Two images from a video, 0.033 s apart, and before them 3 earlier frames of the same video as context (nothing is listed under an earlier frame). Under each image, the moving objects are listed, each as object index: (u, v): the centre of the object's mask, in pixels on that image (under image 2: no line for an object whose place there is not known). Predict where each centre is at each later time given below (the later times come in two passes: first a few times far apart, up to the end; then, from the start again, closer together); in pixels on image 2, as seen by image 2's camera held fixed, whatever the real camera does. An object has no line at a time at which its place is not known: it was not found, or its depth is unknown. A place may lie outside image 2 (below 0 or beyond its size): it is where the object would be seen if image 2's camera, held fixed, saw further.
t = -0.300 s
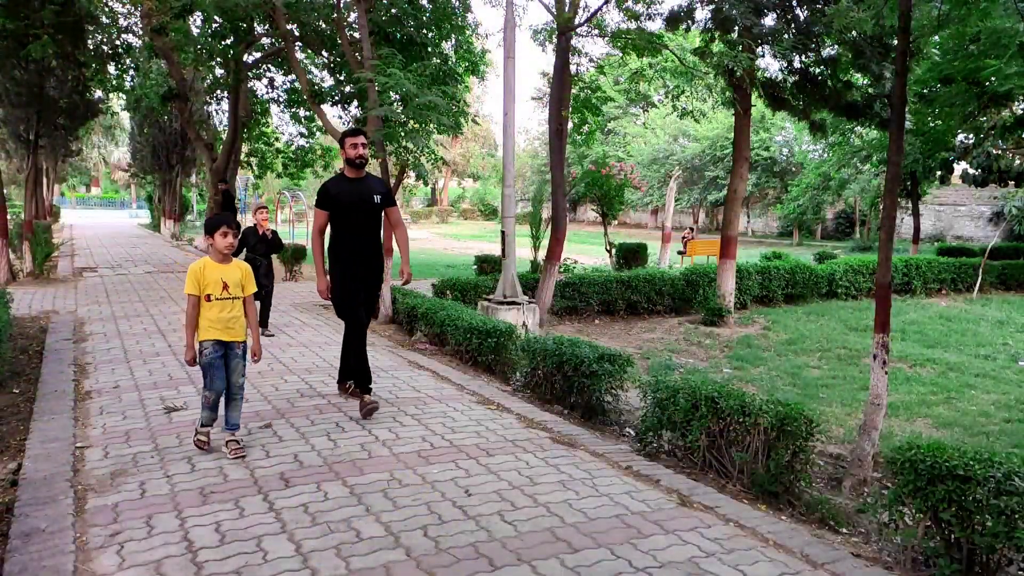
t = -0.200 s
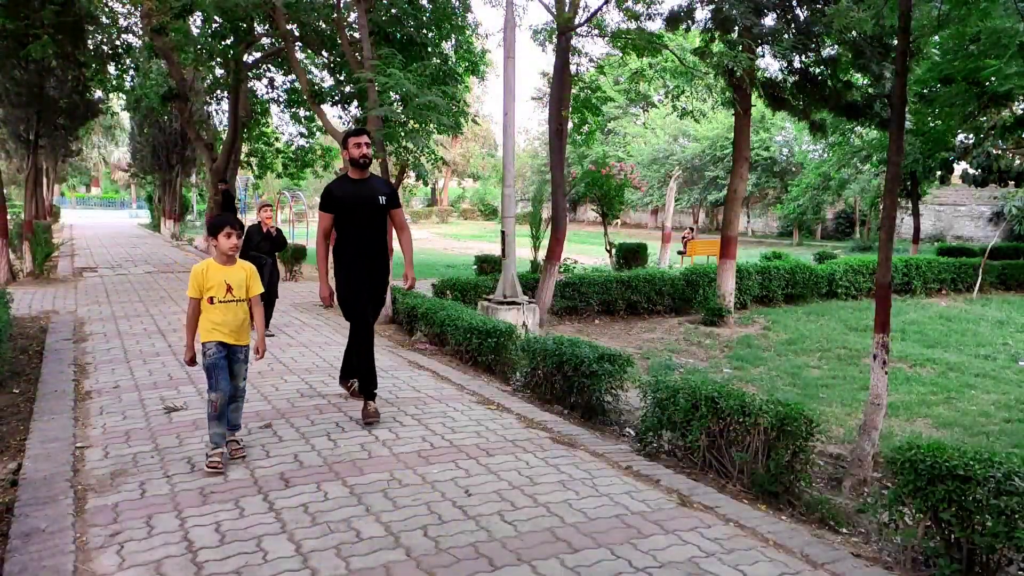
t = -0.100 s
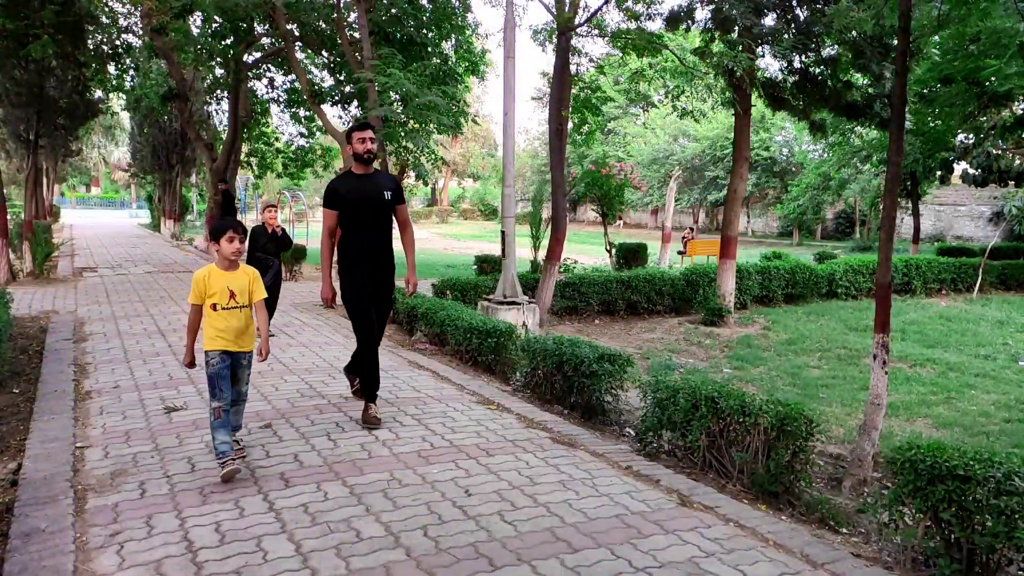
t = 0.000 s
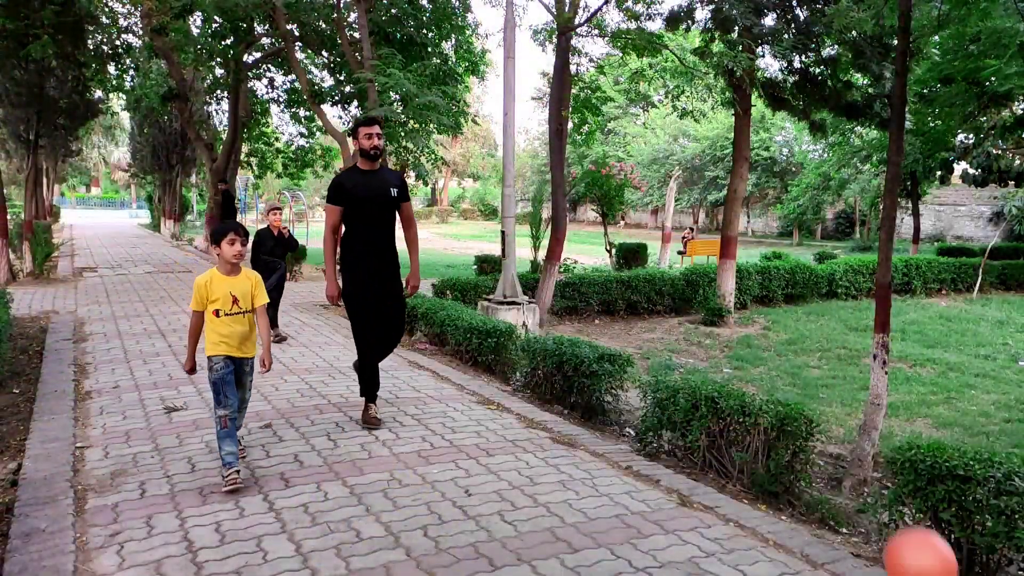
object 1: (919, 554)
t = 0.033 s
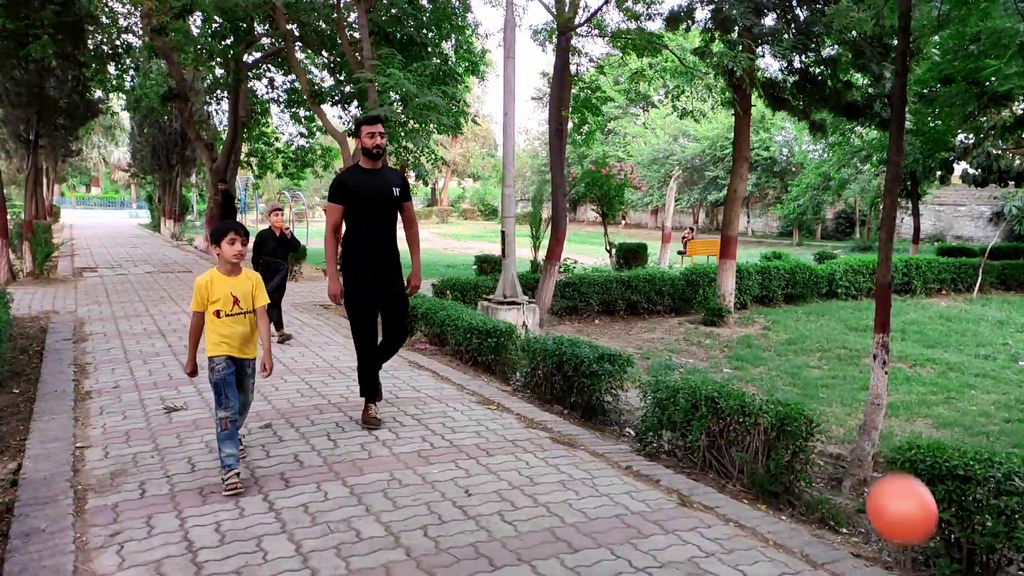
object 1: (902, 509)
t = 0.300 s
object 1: (764, 259)
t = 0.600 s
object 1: (632, 285)
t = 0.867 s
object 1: (544, 479)
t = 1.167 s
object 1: (523, 515)
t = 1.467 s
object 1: (507, 438)
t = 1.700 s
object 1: (495, 389)
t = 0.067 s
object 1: (883, 461)
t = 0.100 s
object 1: (865, 418)
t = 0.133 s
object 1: (847, 379)
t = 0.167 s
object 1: (830, 346)
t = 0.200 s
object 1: (813, 318)
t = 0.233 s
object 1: (796, 293)
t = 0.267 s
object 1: (780, 275)
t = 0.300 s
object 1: (764, 259)
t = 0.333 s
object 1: (749, 248)
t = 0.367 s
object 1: (733, 239)
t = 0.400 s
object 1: (718, 236)
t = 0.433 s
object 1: (703, 236)
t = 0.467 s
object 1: (688, 239)
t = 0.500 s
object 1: (674, 246)
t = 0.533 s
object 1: (659, 256)
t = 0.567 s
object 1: (645, 270)
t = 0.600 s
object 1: (632, 285)
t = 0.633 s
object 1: (619, 304)
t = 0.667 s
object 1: (606, 325)
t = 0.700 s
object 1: (594, 349)
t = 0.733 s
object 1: (582, 375)
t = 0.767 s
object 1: (571, 402)
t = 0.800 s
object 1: (560, 431)
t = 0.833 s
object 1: (549, 463)
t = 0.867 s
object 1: (544, 479)
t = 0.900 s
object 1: (542, 487)
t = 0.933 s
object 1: (539, 496)
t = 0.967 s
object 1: (536, 505)
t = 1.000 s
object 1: (534, 513)
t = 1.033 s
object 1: (531, 522)
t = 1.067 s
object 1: (529, 531)
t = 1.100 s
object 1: (527, 534)
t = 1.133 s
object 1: (525, 525)
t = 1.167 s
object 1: (523, 515)
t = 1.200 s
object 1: (521, 505)
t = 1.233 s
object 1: (519, 496)
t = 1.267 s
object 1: (517, 487)
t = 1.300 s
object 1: (515, 479)
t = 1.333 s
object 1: (514, 471)
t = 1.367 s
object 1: (512, 462)
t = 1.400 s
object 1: (510, 454)
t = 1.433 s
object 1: (508, 445)
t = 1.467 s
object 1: (507, 438)
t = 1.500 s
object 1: (505, 430)
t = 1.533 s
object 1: (503, 423)
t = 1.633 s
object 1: (498, 402)
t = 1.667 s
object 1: (497, 395)
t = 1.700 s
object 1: (495, 389)
